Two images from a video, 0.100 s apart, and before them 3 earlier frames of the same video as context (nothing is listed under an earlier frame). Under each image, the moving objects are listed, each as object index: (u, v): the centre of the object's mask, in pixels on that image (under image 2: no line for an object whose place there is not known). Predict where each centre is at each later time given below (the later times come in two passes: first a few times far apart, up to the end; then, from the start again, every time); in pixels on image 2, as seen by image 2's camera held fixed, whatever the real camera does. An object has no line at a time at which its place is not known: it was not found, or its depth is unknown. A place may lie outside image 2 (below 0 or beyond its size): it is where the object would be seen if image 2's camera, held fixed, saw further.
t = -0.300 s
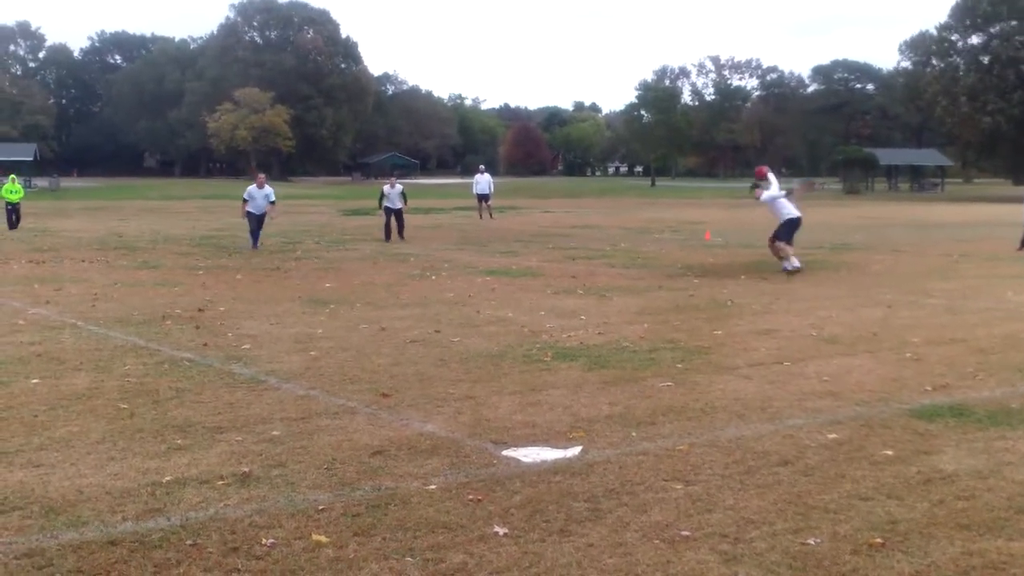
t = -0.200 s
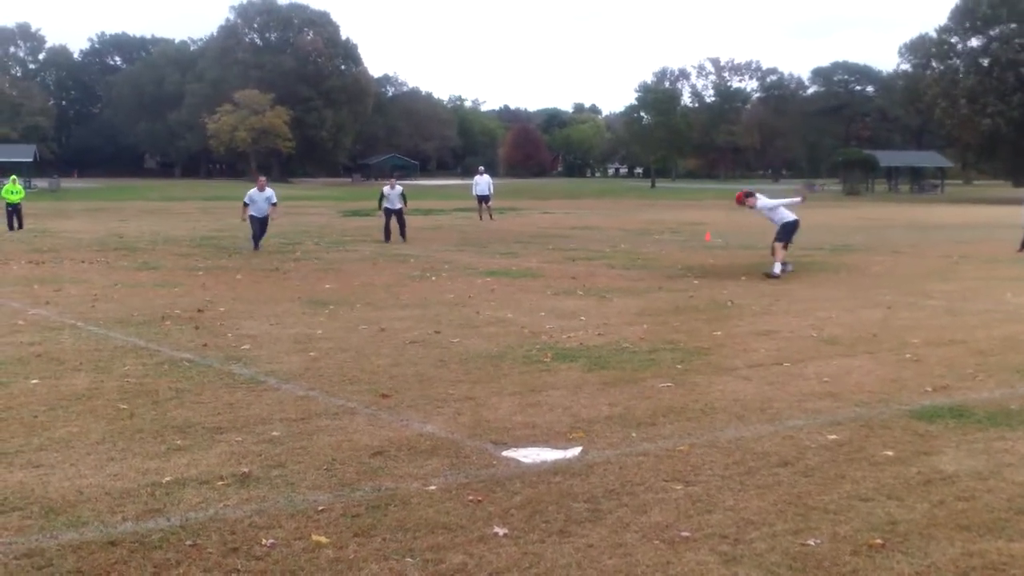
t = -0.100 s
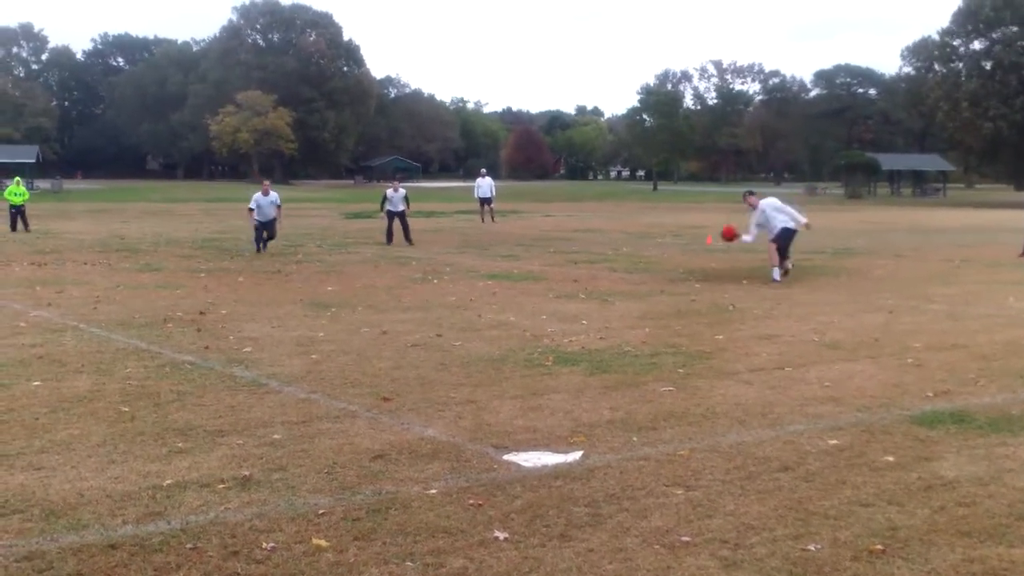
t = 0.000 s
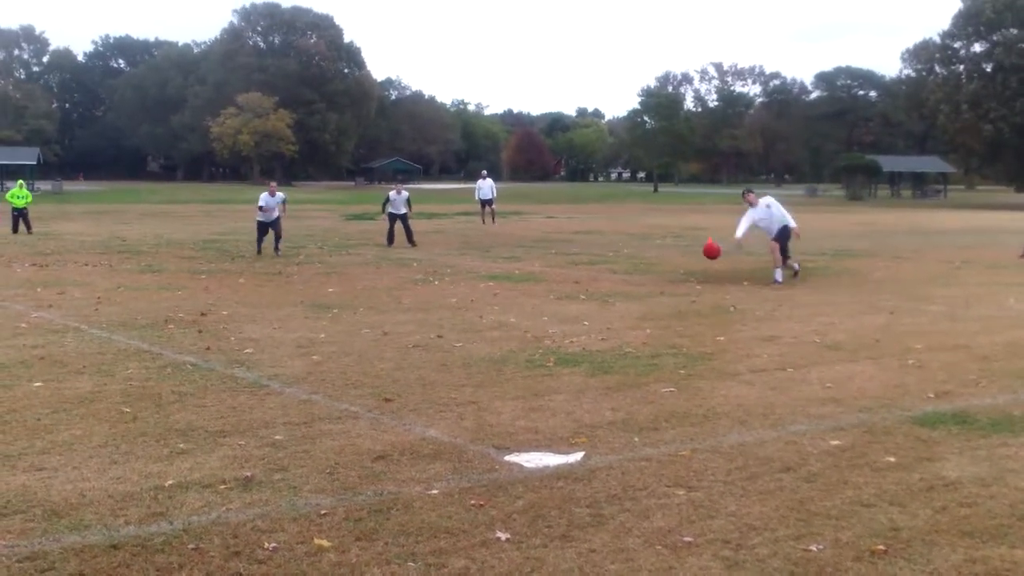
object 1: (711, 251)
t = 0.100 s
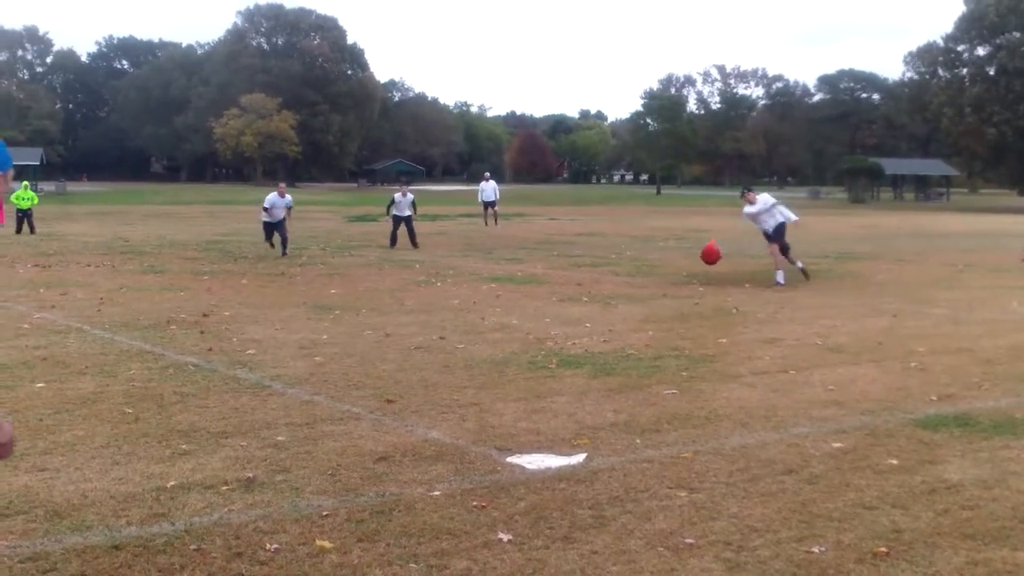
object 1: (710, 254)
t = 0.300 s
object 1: (692, 284)
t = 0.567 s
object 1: (623, 376)
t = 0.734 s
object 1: (532, 417)
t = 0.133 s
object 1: (709, 257)
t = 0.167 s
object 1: (707, 259)
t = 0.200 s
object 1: (704, 263)
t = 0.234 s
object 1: (701, 269)
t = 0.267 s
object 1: (697, 275)
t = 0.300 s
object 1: (692, 284)
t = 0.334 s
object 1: (687, 294)
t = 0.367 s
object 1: (681, 307)
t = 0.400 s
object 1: (674, 323)
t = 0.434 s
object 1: (666, 342)
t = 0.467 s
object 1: (657, 363)
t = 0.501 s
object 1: (647, 377)
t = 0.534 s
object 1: (635, 377)
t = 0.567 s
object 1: (623, 376)
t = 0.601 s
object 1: (607, 378)
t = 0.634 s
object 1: (591, 383)
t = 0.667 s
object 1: (574, 391)
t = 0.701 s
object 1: (556, 401)
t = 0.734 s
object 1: (532, 417)
